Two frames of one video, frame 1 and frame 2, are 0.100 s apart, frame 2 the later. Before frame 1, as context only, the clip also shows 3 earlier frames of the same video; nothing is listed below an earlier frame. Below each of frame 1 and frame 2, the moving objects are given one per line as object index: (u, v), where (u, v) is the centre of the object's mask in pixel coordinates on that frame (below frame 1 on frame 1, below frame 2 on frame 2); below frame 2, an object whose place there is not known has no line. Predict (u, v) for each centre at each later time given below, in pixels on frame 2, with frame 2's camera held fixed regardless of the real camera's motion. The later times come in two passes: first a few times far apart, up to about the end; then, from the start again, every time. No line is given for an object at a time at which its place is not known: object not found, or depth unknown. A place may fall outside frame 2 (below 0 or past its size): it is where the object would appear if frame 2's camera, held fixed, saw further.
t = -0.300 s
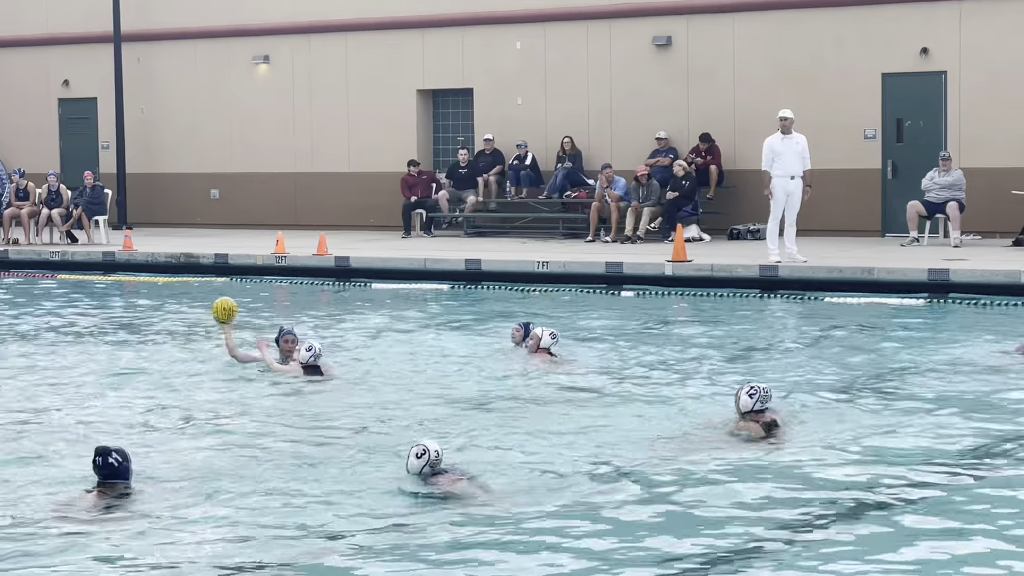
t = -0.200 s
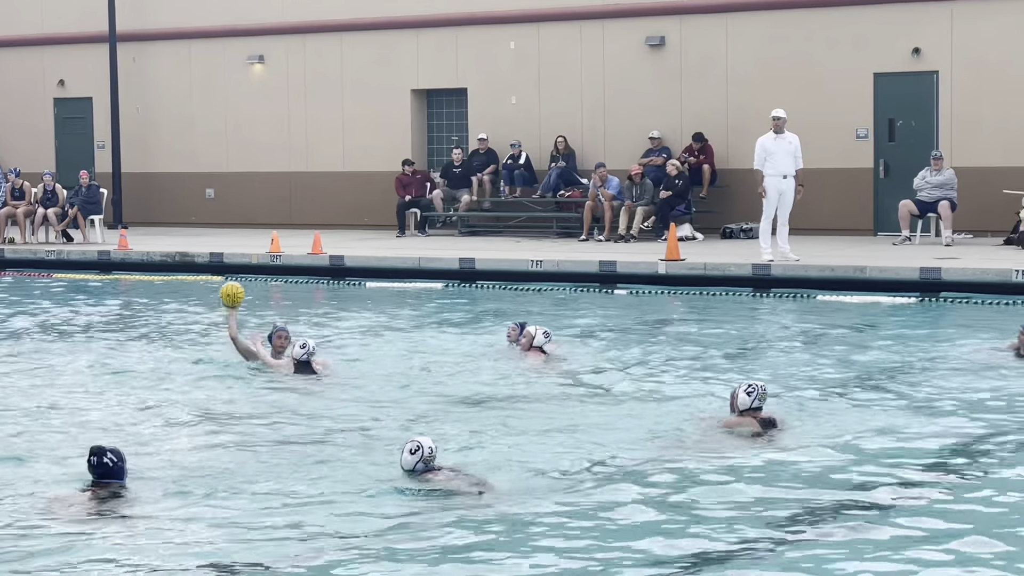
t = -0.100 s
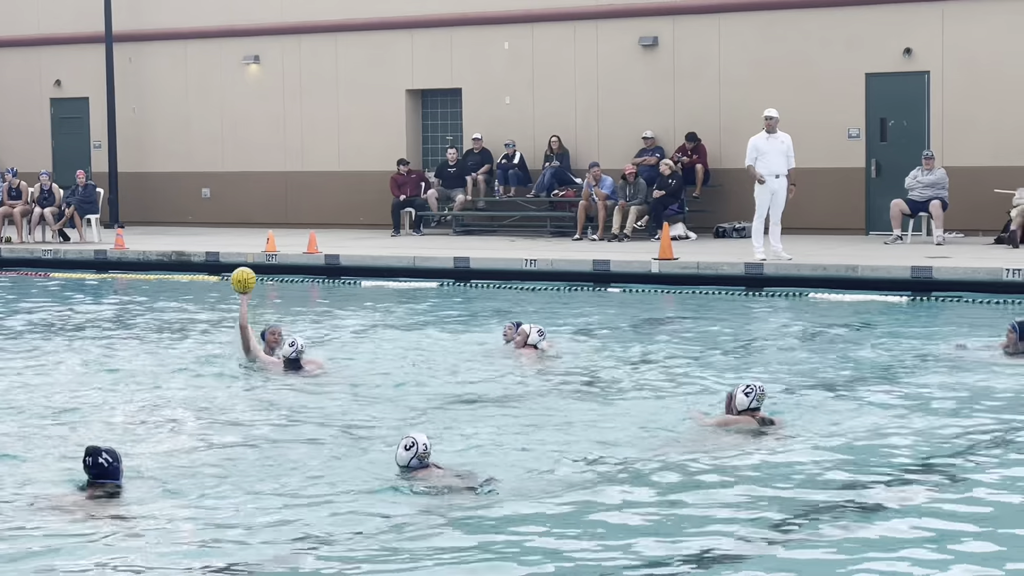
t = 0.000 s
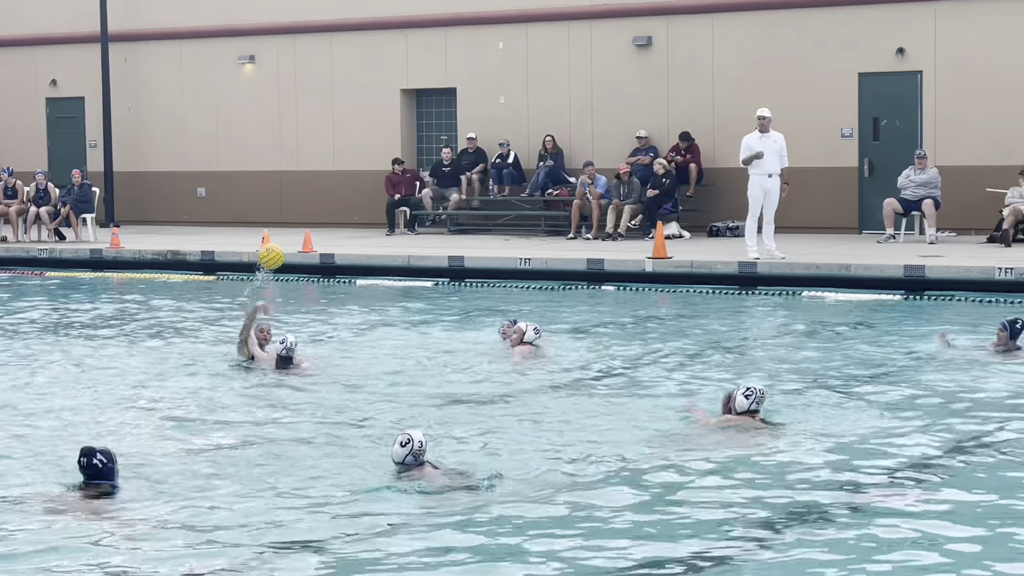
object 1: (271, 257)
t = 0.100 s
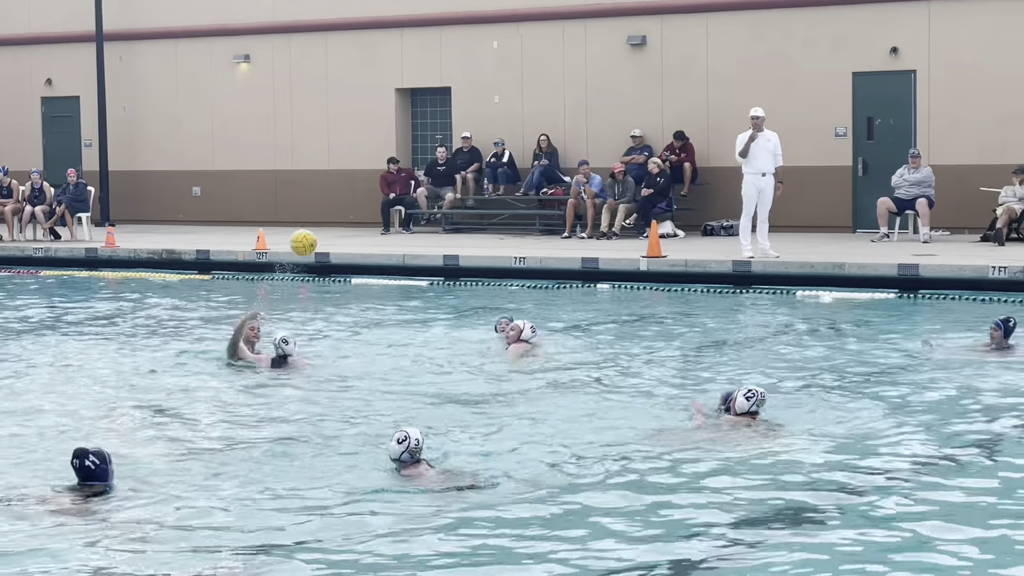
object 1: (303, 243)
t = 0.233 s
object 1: (356, 244)
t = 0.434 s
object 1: (444, 290)
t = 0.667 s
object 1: (552, 402)
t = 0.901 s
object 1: (575, 406)
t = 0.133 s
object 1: (317, 241)
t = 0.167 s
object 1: (330, 241)
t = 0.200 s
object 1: (343, 242)
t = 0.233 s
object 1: (356, 244)
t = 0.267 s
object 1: (370, 248)
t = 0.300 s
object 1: (384, 254)
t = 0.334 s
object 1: (399, 261)
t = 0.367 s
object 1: (414, 269)
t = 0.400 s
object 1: (429, 278)
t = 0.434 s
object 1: (444, 290)
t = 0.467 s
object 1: (460, 303)
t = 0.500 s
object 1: (476, 319)
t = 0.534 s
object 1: (492, 337)
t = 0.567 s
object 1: (509, 357)
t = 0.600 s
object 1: (526, 377)
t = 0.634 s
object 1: (542, 394)
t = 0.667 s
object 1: (552, 402)
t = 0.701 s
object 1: (558, 404)
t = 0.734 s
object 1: (563, 406)
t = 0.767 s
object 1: (566, 408)
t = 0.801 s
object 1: (568, 409)
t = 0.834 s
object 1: (570, 409)
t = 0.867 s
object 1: (572, 409)
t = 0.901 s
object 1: (575, 406)
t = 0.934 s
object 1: (577, 403)
